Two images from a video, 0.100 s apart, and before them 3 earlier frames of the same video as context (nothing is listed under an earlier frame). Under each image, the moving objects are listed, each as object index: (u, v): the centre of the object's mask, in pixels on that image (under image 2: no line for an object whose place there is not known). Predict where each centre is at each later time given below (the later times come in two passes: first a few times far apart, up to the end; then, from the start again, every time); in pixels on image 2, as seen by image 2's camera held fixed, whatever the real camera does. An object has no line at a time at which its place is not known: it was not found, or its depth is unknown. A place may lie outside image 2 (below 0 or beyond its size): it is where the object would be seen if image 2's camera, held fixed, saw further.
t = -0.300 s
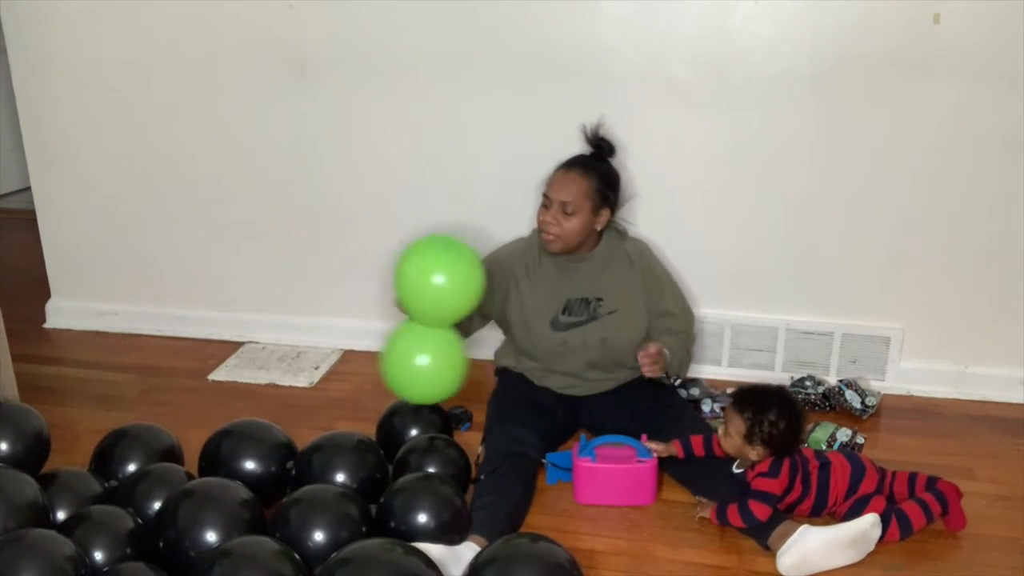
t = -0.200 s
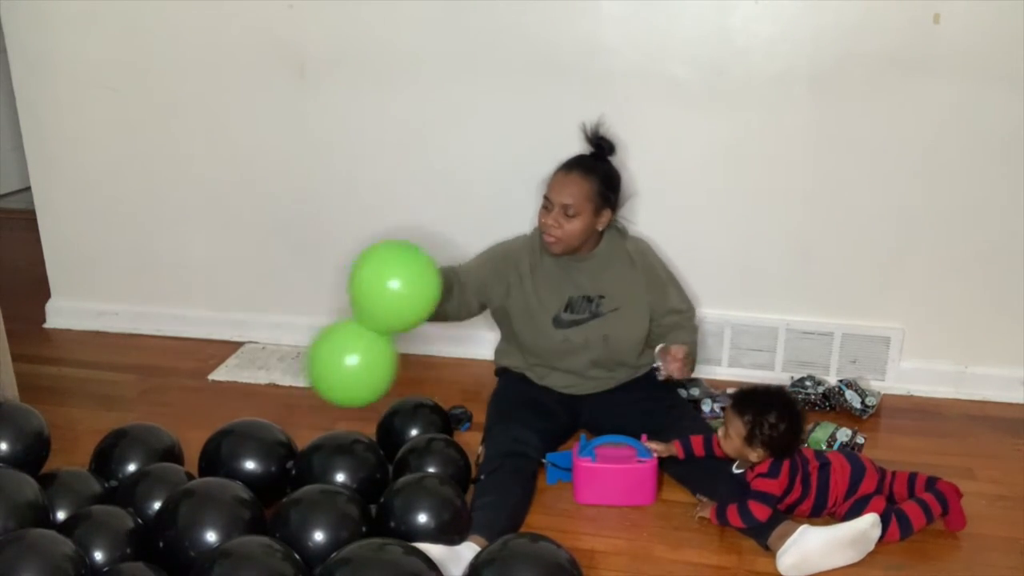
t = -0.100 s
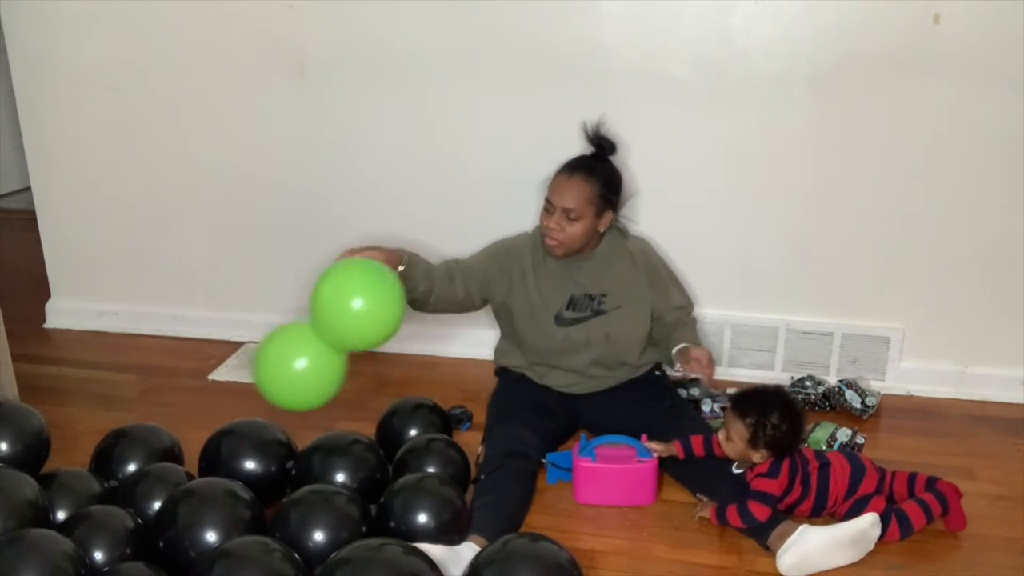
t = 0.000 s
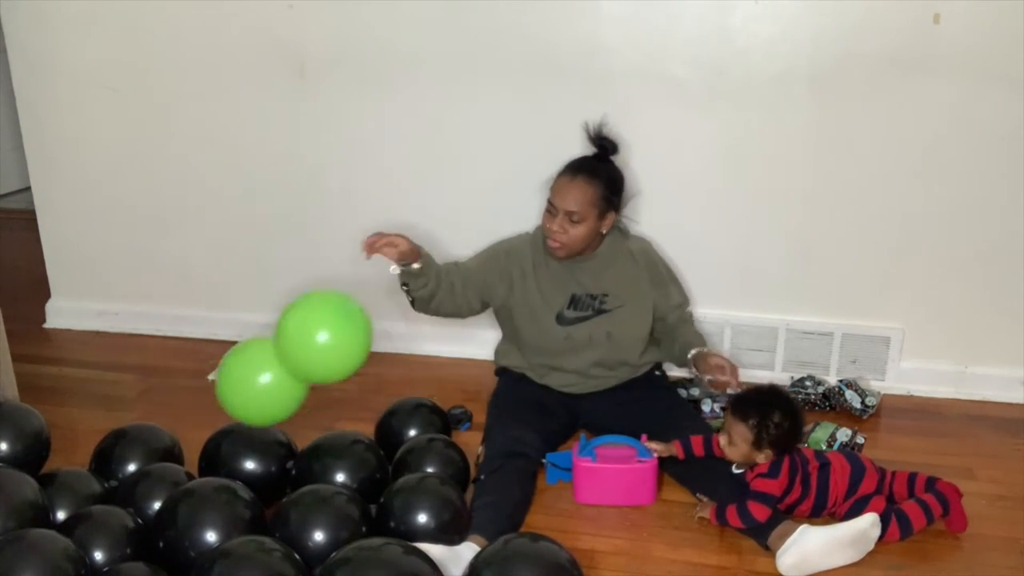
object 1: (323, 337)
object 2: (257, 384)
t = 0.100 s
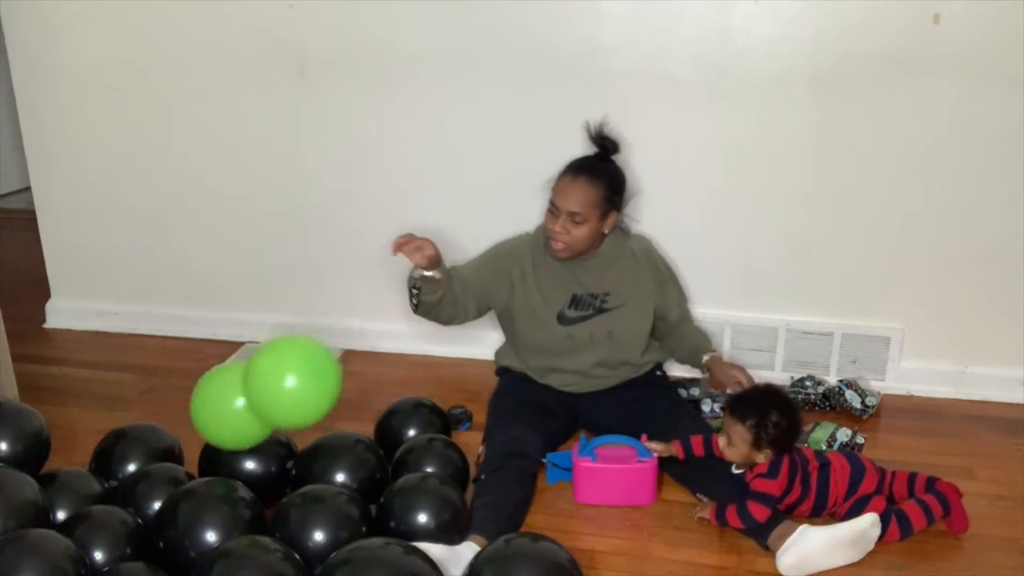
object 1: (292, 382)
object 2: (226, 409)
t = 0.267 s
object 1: (266, 452)
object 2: (195, 424)
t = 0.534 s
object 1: (257, 420)
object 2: (177, 432)
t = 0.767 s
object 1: (277, 447)
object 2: (200, 430)
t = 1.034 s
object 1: (280, 457)
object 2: (218, 448)
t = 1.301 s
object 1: (284, 469)
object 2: (235, 449)
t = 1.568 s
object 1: (281, 477)
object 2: (259, 440)
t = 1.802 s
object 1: (283, 481)
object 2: (264, 442)
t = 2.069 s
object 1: (285, 483)
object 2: (254, 448)
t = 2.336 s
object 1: (284, 483)
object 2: (246, 451)
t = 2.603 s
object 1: (281, 483)
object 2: (244, 451)
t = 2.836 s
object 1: (282, 483)
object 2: (245, 451)
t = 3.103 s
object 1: (285, 482)
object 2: (248, 450)
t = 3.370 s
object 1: (289, 481)
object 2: (253, 450)
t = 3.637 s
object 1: (292, 481)
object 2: (255, 450)
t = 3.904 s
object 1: (293, 480)
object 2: (255, 450)
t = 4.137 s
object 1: (291, 481)
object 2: (254, 450)
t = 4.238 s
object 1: (290, 481)
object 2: (253, 450)
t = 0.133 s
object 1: (283, 399)
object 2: (217, 418)
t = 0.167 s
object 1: (275, 418)
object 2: (208, 422)
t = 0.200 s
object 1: (271, 436)
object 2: (204, 419)
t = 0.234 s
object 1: (267, 455)
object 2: (201, 420)
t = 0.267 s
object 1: (266, 452)
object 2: (195, 424)
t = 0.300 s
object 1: (266, 443)
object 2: (190, 428)
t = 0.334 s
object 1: (265, 435)
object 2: (186, 434)
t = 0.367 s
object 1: (262, 430)
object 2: (183, 435)
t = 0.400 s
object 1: (260, 425)
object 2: (181, 436)
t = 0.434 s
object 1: (257, 422)
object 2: (179, 438)
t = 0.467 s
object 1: (257, 421)
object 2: (177, 436)
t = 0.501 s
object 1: (257, 420)
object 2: (177, 433)
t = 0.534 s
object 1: (257, 420)
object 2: (177, 432)
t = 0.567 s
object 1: (258, 421)
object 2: (178, 431)
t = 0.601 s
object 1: (260, 424)
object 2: (180, 430)
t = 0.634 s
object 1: (263, 427)
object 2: (182, 429)
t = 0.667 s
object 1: (266, 431)
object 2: (185, 429)
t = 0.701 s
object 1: (269, 436)
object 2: (189, 428)
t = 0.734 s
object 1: (274, 442)
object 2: (194, 429)
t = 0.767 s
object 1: (277, 447)
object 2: (200, 430)
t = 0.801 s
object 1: (278, 451)
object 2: (204, 432)
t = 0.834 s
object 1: (278, 453)
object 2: (208, 435)
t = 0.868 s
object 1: (277, 453)
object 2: (210, 437)
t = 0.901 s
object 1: (275, 454)
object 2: (211, 438)
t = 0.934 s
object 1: (275, 455)
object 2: (212, 439)
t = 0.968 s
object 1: (277, 456)
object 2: (214, 442)
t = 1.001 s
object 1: (278, 456)
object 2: (216, 444)
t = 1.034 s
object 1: (280, 457)
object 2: (218, 448)
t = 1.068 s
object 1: (283, 459)
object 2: (221, 453)
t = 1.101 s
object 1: (284, 461)
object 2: (224, 458)
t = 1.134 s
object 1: (285, 464)
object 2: (226, 462)
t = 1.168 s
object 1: (289, 465)
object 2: (229, 457)
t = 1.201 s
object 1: (291, 463)
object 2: (231, 453)
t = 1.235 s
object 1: (289, 465)
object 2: (232, 451)
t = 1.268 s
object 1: (286, 467)
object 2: (233, 449)
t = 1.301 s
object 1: (284, 469)
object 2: (235, 449)
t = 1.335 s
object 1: (281, 472)
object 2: (238, 448)
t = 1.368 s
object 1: (280, 476)
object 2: (244, 444)
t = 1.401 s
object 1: (280, 478)
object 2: (249, 443)
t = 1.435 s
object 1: (280, 480)
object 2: (252, 444)
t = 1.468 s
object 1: (281, 483)
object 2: (255, 446)
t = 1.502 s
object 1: (280, 480)
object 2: (256, 441)
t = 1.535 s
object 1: (281, 478)
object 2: (257, 440)
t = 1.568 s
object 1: (281, 477)
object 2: (259, 440)
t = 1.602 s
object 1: (281, 477)
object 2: (260, 438)
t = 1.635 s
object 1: (281, 477)
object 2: (262, 438)
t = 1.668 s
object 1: (281, 478)
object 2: (264, 438)
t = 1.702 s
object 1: (282, 479)
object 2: (265, 440)
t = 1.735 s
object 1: (282, 482)
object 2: (266, 442)
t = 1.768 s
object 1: (283, 483)
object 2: (266, 443)
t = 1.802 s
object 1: (283, 481)
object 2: (264, 442)
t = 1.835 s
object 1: (283, 480)
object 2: (263, 443)
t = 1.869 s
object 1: (283, 480)
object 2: (262, 443)
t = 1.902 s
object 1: (284, 482)
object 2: (262, 444)
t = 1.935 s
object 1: (284, 483)
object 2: (261, 446)
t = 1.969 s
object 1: (285, 482)
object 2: (259, 446)
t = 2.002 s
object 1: (285, 481)
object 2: (256, 446)
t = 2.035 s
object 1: (285, 482)
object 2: (255, 447)
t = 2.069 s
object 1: (285, 483)
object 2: (254, 448)
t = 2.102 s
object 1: (285, 482)
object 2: (252, 449)
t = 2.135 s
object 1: (285, 482)
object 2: (250, 449)
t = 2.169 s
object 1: (285, 482)
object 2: (249, 450)
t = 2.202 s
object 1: (285, 482)
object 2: (248, 450)
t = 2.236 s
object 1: (285, 482)
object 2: (247, 451)
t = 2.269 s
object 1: (284, 482)
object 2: (246, 451)
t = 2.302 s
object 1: (284, 482)
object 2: (246, 451)
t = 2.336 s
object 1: (284, 483)
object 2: (246, 451)
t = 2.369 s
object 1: (283, 483)
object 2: (246, 451)
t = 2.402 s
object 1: (282, 483)
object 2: (245, 451)
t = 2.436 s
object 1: (282, 483)
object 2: (245, 451)
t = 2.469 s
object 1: (282, 483)
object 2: (245, 451)
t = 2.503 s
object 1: (282, 483)
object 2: (244, 451)
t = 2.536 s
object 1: (281, 483)
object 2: (244, 451)
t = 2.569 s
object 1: (282, 483)
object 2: (244, 451)
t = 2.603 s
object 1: (281, 483)
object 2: (244, 451)
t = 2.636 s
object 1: (282, 483)
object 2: (244, 451)
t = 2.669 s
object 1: (281, 483)
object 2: (244, 452)
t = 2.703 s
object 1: (282, 483)
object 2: (244, 451)
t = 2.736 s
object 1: (282, 483)
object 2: (244, 451)
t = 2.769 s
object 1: (282, 483)
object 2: (244, 451)
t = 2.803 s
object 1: (282, 483)
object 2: (244, 451)
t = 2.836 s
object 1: (282, 483)
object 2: (245, 451)
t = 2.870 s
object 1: (282, 483)
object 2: (245, 451)
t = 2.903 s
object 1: (282, 483)
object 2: (245, 451)
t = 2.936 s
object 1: (283, 483)
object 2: (246, 451)
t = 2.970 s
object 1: (283, 483)
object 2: (246, 451)
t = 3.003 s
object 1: (284, 483)
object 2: (247, 451)
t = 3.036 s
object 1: (284, 483)
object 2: (247, 451)
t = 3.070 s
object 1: (284, 482)
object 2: (248, 451)
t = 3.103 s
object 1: (285, 482)
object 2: (248, 450)
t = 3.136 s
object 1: (286, 482)
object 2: (249, 450)
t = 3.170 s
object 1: (286, 482)
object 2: (249, 450)
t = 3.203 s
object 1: (286, 482)
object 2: (250, 450)
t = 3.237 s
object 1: (287, 482)
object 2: (250, 450)
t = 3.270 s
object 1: (287, 482)
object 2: (251, 450)
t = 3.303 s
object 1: (288, 482)
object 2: (251, 450)
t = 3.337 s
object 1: (289, 481)
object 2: (252, 450)
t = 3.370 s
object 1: (289, 481)
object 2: (253, 450)
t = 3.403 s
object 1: (290, 481)
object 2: (253, 450)
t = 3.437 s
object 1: (290, 481)
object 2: (254, 450)
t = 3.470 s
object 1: (290, 481)
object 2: (254, 450)
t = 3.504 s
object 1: (291, 481)
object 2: (254, 450)
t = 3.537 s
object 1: (291, 481)
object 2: (254, 450)
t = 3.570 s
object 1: (291, 481)
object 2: (255, 450)
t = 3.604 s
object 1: (292, 481)
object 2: (255, 450)
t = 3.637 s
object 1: (292, 481)
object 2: (255, 450)
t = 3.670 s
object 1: (293, 481)
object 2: (256, 450)
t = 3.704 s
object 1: (293, 480)
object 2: (256, 450)
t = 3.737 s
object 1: (293, 480)
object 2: (256, 450)
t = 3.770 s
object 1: (293, 480)
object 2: (256, 450)
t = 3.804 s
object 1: (293, 480)
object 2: (256, 450)
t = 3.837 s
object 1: (293, 480)
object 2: (256, 450)
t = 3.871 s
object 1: (293, 480)
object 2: (262, 465)
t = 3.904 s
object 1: (293, 480)
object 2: (255, 450)
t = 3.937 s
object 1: (293, 480)
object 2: (256, 450)
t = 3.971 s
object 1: (293, 480)
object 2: (255, 450)
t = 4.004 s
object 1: (292, 481)
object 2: (255, 450)
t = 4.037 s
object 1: (292, 481)
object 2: (255, 450)
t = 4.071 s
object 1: (292, 481)
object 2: (255, 450)
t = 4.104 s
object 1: (291, 481)
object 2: (254, 450)
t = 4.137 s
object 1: (291, 481)
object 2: (254, 450)
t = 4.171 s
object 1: (291, 481)
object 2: (254, 450)
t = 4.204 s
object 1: (290, 481)
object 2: (253, 450)
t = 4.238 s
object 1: (290, 481)
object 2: (253, 450)
